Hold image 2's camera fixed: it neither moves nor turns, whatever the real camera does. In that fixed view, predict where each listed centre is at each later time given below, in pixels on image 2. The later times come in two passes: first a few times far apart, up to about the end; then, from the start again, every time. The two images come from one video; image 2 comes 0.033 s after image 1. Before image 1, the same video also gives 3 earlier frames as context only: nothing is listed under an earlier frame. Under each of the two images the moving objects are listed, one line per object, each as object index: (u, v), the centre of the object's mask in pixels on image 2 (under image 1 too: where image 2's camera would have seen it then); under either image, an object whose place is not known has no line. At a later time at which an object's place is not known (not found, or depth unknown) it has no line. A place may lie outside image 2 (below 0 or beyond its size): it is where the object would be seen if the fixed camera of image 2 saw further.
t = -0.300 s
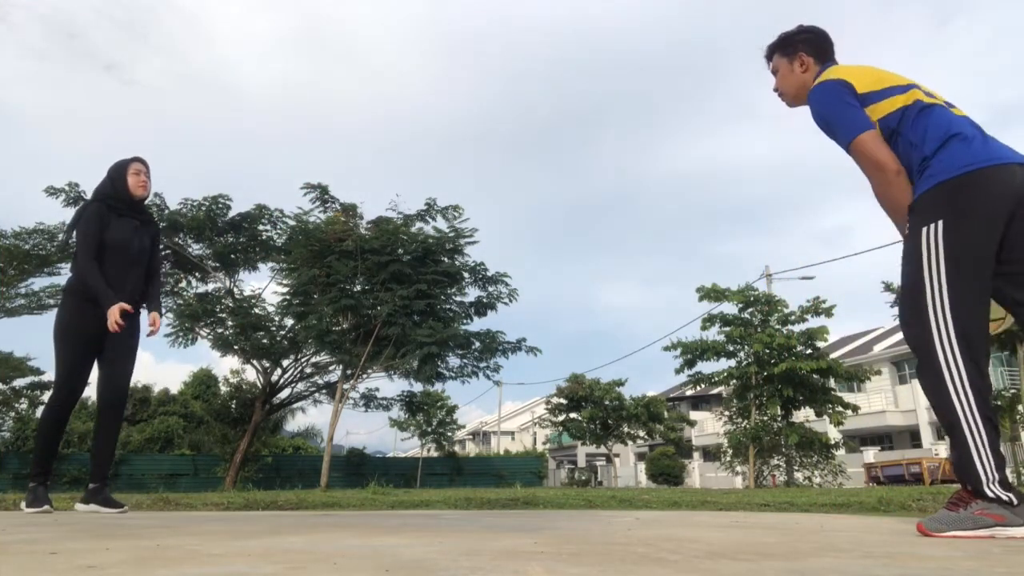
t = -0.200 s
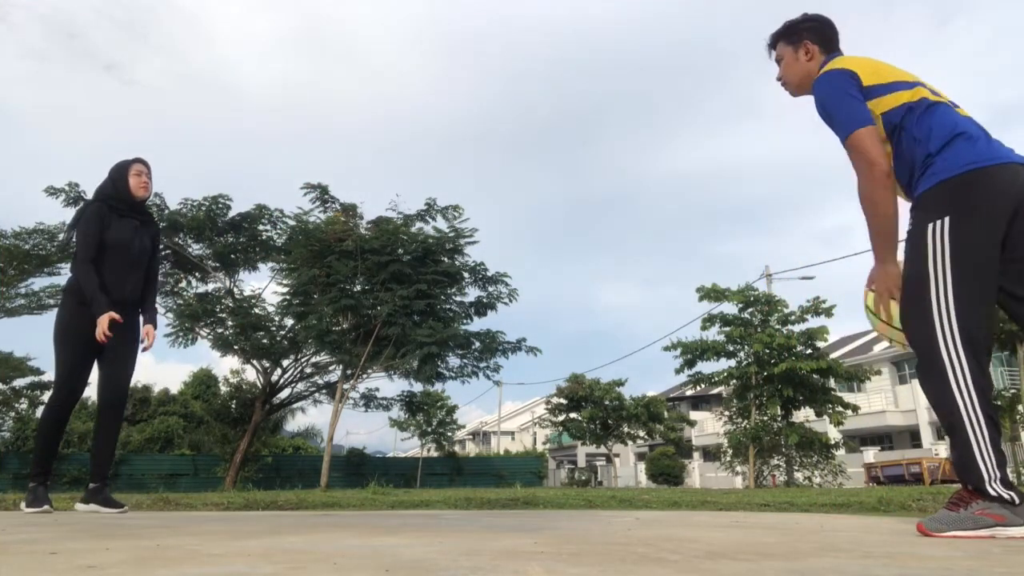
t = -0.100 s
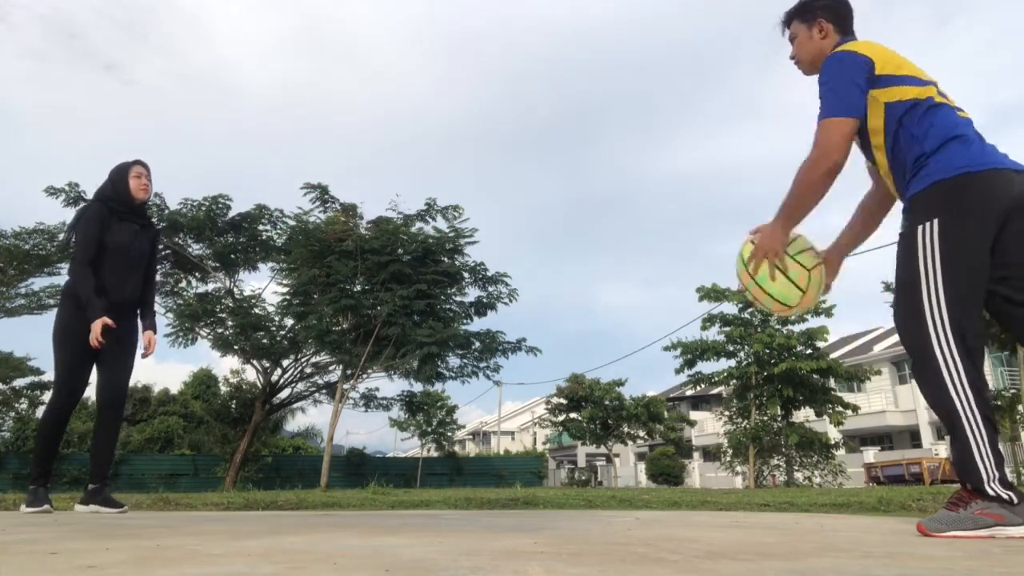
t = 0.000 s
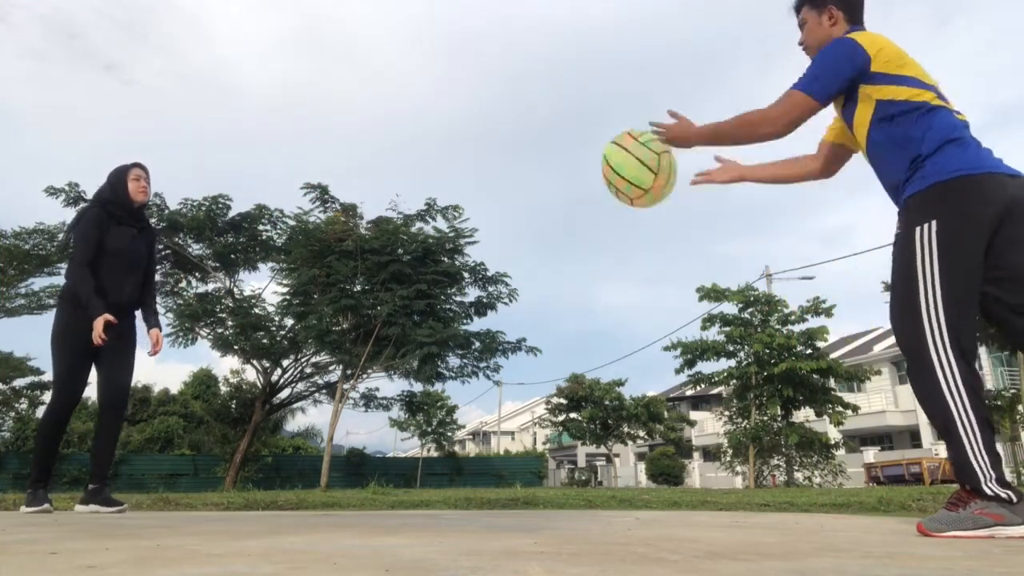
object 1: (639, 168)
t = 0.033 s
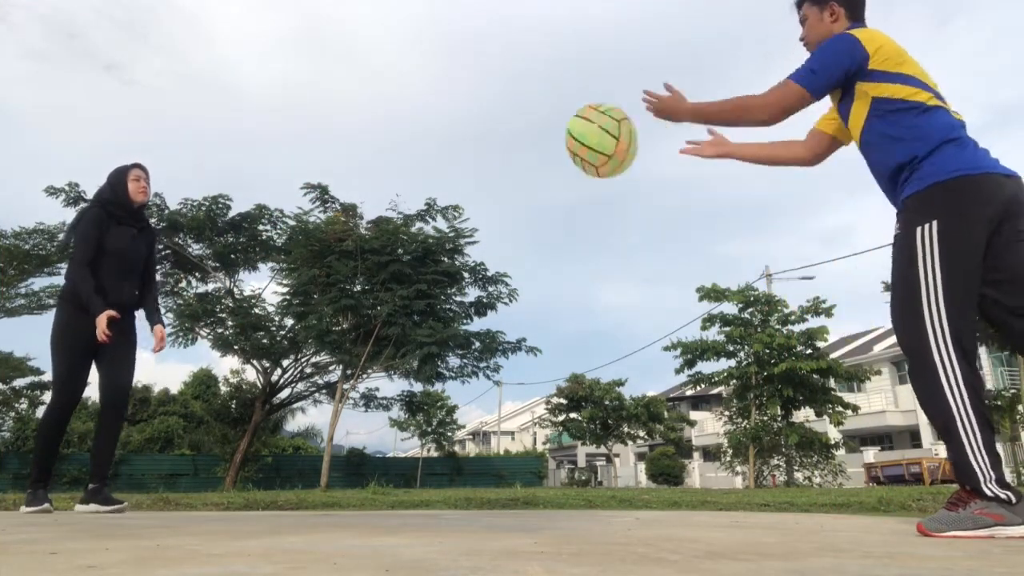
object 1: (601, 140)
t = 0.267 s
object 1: (413, 39)
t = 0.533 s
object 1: (258, 59)
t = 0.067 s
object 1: (568, 117)
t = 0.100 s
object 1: (537, 97)
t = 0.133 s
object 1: (509, 80)
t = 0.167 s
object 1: (483, 66)
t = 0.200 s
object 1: (458, 55)
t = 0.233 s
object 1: (435, 46)
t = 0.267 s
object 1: (413, 39)
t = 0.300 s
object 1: (392, 35)
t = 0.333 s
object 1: (371, 33)
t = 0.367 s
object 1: (351, 32)
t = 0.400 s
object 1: (332, 34)
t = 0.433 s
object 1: (313, 38)
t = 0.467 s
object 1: (294, 43)
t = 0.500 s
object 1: (276, 50)
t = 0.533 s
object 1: (258, 59)
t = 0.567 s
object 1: (240, 70)
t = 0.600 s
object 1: (222, 82)
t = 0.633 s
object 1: (205, 96)
